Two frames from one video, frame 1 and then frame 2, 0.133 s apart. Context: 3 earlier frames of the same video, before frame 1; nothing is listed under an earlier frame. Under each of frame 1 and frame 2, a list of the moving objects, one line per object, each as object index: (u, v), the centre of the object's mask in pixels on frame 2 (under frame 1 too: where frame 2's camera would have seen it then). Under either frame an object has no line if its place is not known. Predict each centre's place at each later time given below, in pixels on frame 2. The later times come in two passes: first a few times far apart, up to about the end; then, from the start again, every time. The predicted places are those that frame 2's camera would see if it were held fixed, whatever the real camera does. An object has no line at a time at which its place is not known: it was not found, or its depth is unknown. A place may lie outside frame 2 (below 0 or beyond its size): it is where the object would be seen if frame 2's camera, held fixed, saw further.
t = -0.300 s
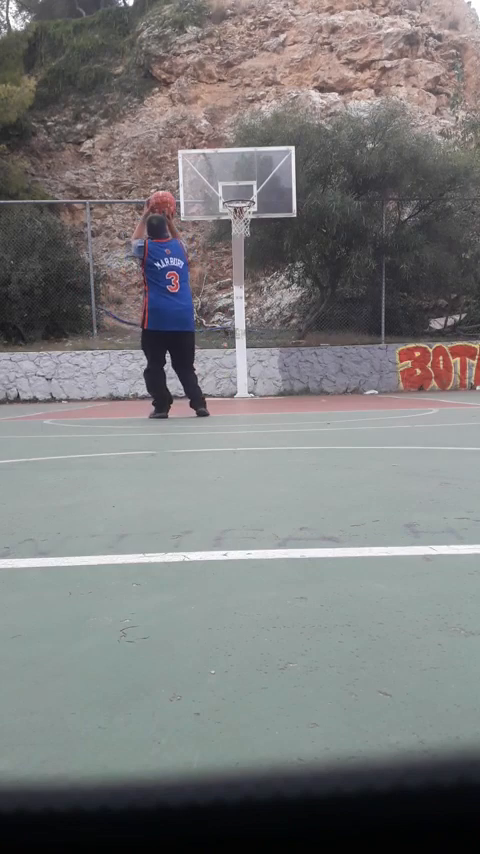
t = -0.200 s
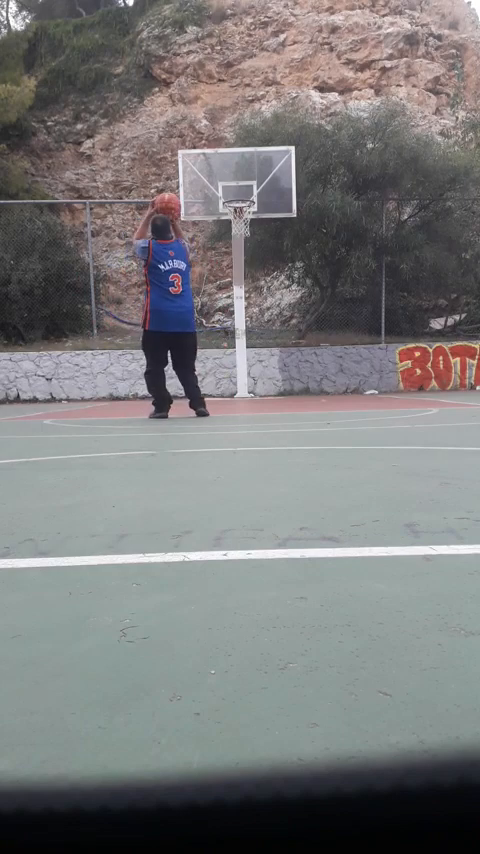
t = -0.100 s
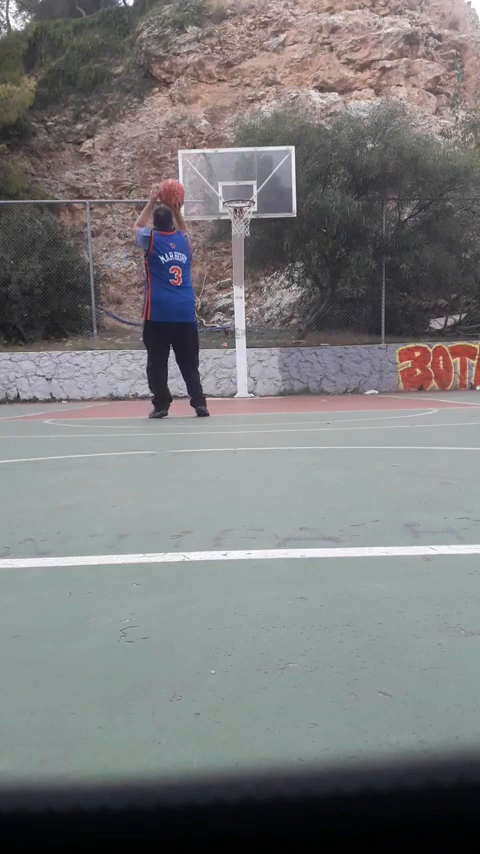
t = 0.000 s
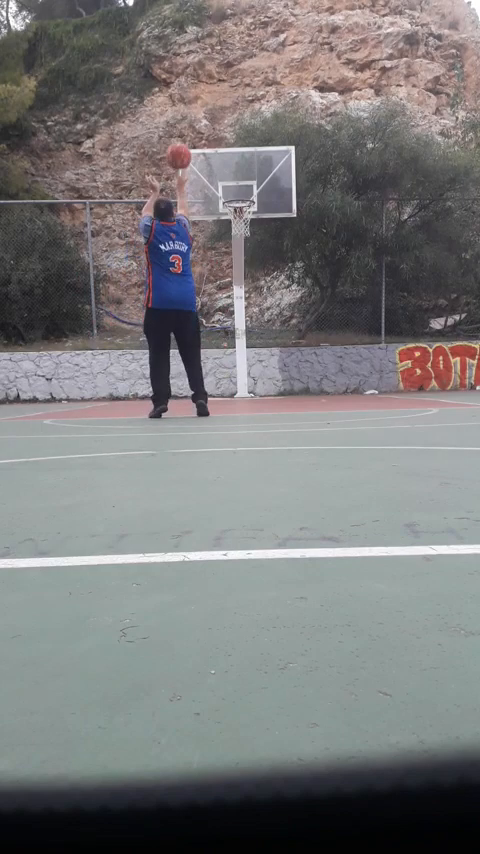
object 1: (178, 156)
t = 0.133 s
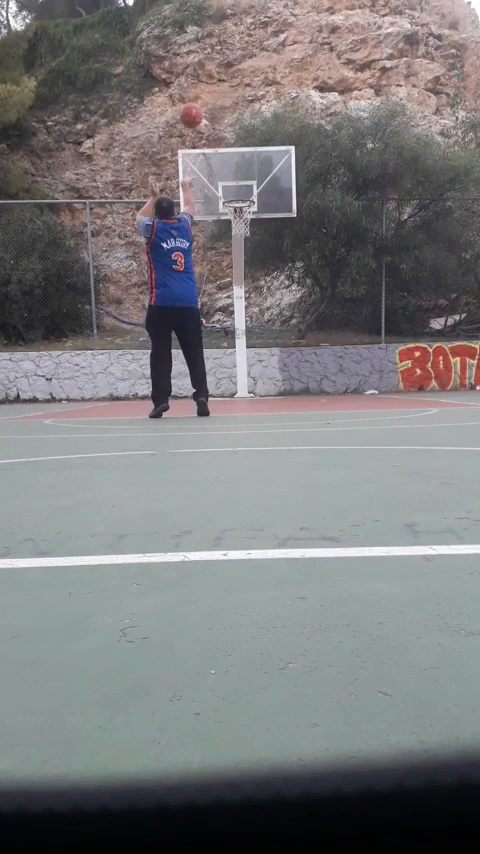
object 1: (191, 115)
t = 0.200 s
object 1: (196, 104)
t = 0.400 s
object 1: (211, 97)
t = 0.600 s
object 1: (225, 120)
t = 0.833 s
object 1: (240, 177)
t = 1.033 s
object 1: (245, 201)
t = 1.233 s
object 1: (239, 194)
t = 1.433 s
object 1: (252, 193)
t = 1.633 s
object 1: (260, 198)
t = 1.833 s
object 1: (273, 221)
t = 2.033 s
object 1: (286, 268)
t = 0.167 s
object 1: (193, 109)
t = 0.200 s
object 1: (196, 104)
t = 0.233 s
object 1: (199, 100)
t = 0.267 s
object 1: (201, 97)
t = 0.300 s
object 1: (203, 95)
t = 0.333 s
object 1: (205, 95)
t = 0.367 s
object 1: (209, 95)
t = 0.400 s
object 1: (211, 97)
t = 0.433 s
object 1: (213, 99)
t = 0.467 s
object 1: (215, 101)
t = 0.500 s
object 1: (218, 105)
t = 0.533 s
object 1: (221, 109)
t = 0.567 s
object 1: (223, 115)
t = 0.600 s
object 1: (225, 120)
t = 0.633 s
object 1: (228, 127)
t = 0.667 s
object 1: (230, 134)
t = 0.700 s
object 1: (232, 141)
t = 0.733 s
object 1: (234, 149)
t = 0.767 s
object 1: (236, 159)
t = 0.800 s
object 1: (238, 168)
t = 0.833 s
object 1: (240, 177)
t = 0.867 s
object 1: (242, 187)
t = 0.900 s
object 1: (244, 195)
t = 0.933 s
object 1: (242, 200)
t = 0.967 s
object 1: (233, 200)
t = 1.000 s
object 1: (239, 199)
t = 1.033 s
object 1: (245, 201)
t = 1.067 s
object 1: (242, 200)
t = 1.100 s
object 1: (237, 201)
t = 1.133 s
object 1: (235, 200)
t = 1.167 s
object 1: (236, 198)
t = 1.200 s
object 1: (236, 196)
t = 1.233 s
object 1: (239, 194)
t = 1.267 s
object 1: (241, 193)
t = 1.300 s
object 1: (244, 193)
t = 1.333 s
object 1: (247, 193)
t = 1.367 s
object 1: (250, 194)
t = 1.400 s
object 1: (251, 194)
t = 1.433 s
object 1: (252, 193)
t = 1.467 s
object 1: (252, 193)
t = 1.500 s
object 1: (253, 194)
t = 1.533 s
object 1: (254, 195)
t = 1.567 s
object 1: (256, 197)
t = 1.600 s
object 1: (257, 197)
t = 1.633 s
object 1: (260, 198)
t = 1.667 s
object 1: (262, 200)
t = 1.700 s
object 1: (264, 202)
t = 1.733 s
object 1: (266, 206)
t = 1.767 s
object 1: (268, 210)
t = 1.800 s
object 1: (271, 215)
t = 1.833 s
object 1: (273, 221)
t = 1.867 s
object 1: (275, 227)
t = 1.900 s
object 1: (278, 233)
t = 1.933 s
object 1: (280, 241)
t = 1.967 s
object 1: (282, 249)
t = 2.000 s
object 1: (284, 258)
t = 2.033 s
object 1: (286, 268)
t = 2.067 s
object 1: (288, 279)
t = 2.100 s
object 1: (291, 289)
